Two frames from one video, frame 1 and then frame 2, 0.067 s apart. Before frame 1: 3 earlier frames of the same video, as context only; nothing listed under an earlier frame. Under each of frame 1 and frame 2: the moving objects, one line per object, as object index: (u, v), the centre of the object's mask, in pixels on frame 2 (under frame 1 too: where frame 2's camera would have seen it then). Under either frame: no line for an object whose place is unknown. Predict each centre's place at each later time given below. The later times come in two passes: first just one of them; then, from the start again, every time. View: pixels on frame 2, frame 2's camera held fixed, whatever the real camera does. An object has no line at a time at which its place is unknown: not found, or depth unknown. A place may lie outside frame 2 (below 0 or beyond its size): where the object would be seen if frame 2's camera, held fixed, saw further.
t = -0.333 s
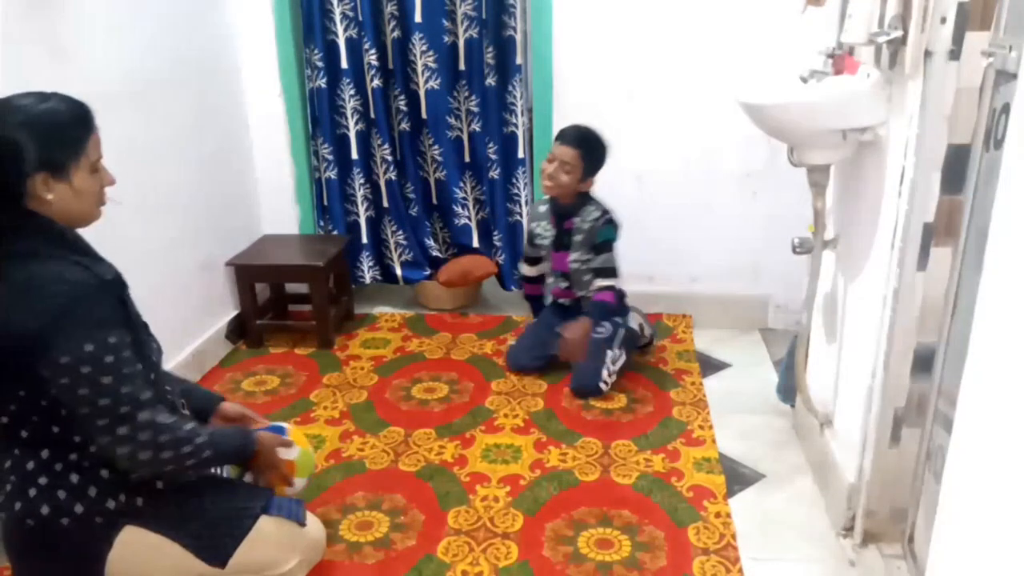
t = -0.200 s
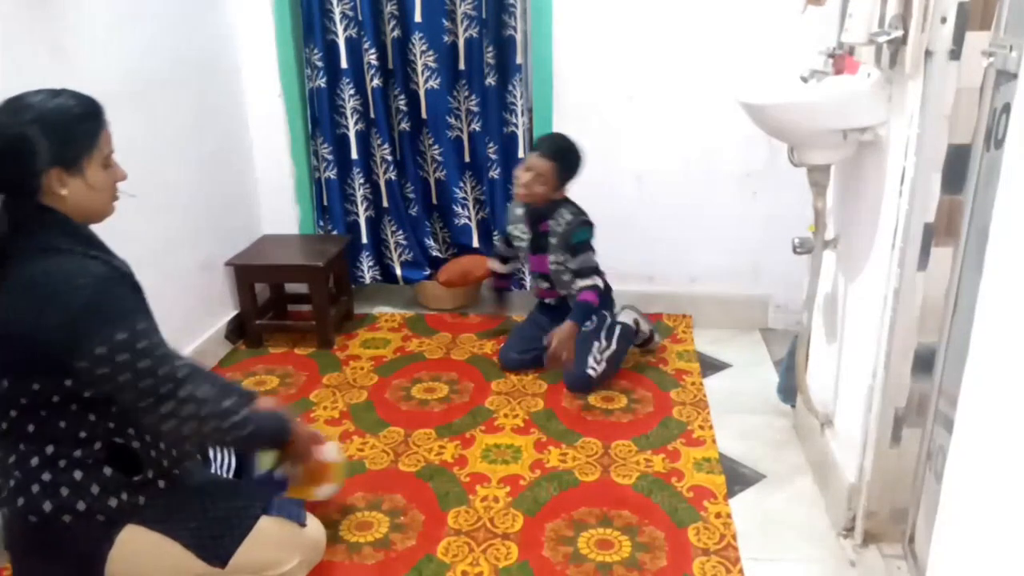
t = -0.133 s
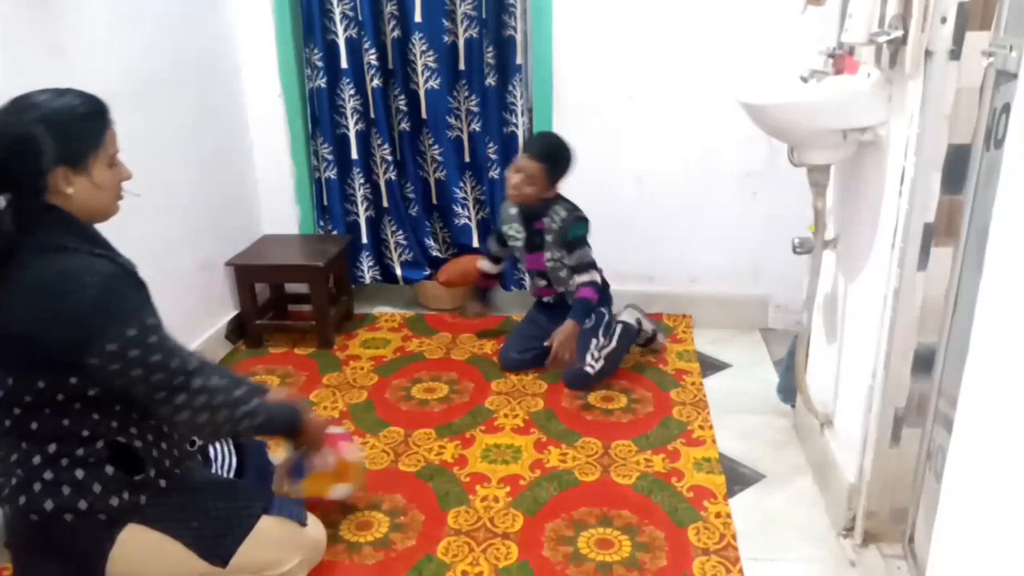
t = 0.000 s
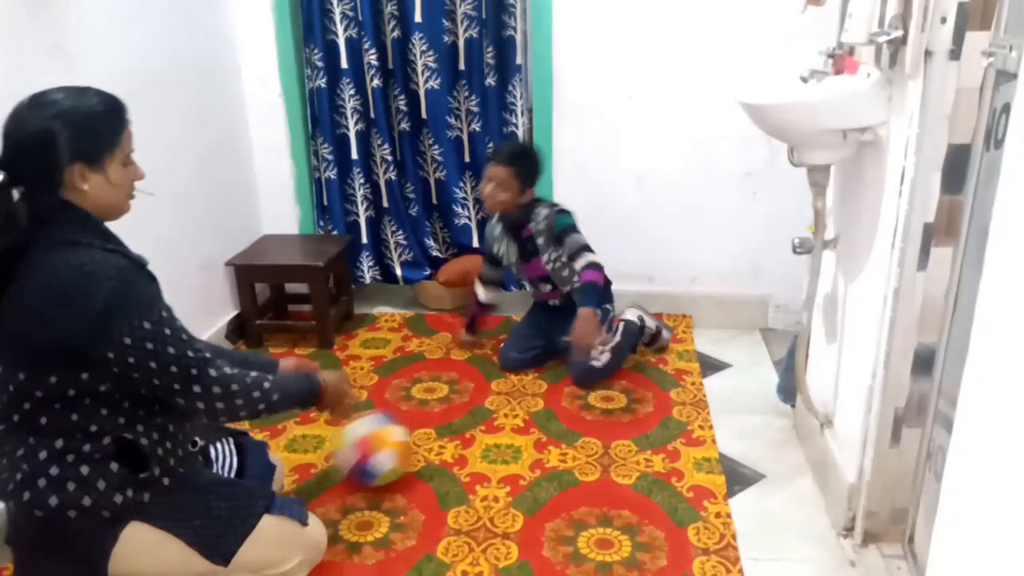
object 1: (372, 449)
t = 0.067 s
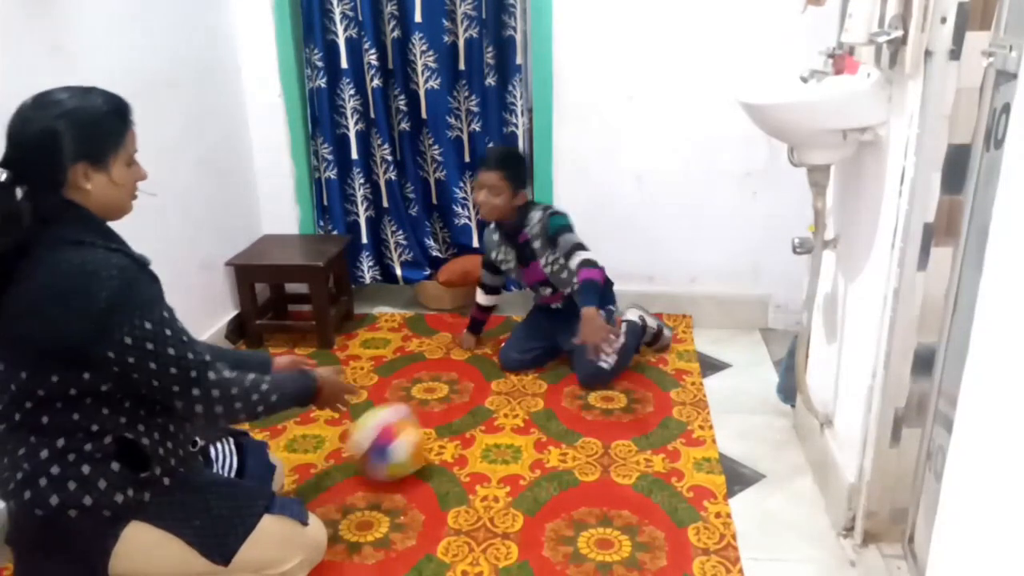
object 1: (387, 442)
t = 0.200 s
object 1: (422, 420)
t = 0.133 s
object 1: (410, 426)
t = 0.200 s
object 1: (422, 420)
